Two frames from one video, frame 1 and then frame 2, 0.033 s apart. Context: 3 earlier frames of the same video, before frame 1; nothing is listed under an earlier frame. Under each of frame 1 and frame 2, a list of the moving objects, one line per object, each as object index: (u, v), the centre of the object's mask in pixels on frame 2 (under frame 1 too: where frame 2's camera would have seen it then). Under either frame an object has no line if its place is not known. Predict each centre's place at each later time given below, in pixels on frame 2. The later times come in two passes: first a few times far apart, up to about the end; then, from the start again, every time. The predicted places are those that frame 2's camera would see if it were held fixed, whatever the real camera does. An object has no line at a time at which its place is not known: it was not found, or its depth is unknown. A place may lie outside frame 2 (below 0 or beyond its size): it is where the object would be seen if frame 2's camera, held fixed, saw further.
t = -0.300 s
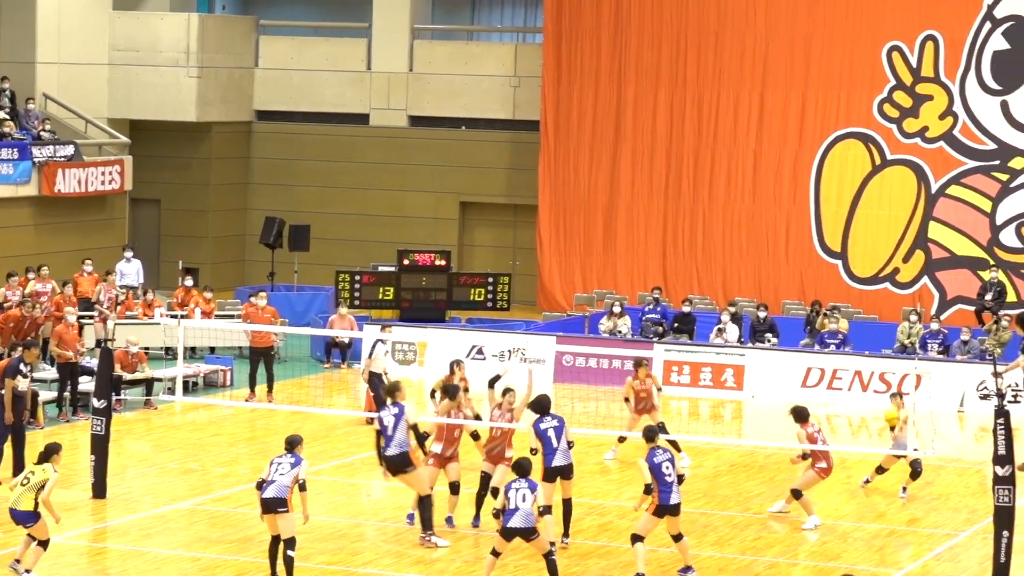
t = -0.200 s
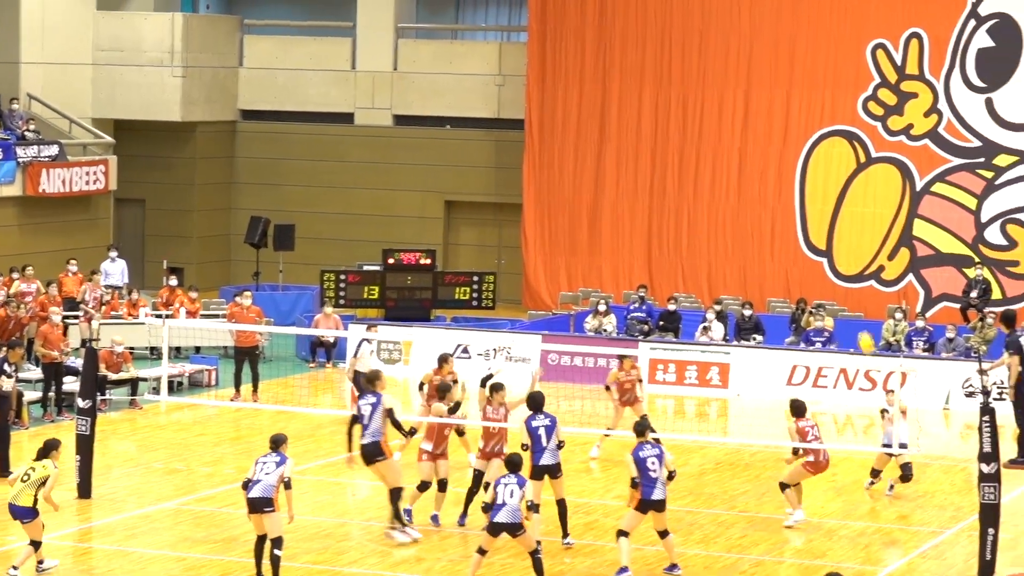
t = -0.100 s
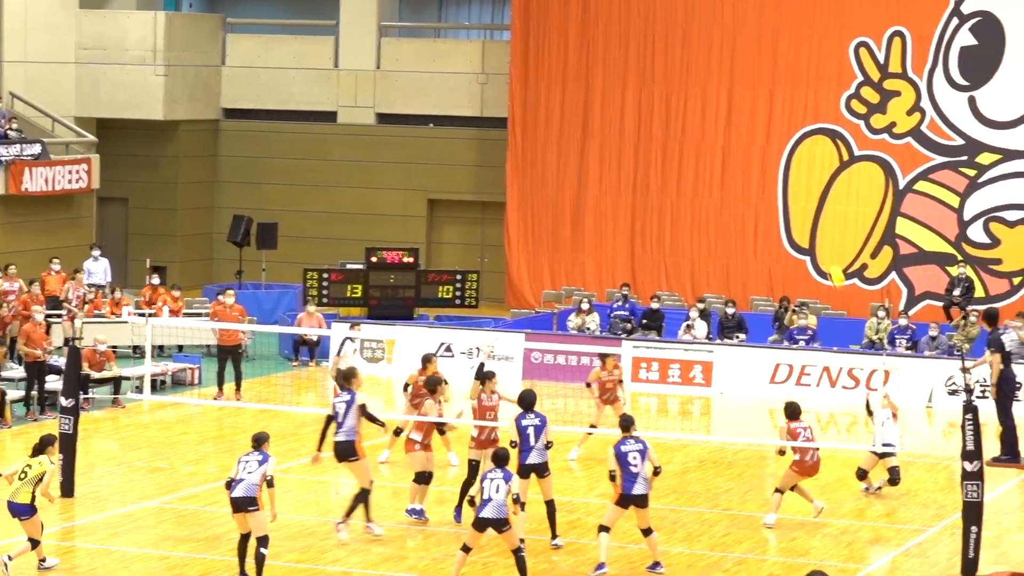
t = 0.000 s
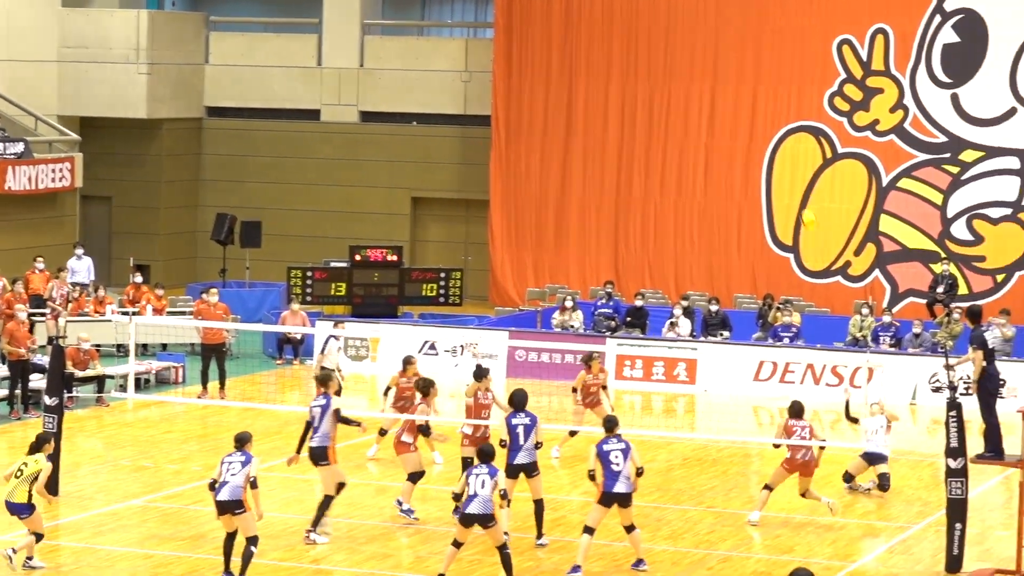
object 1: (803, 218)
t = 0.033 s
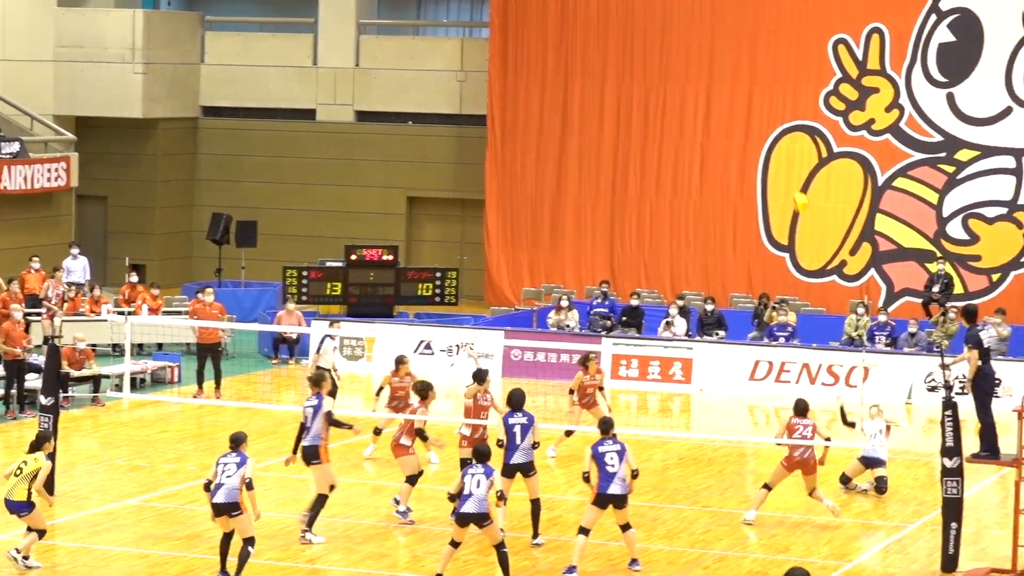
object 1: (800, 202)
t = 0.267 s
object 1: (775, 111)
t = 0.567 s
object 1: (743, 56)
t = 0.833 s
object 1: (713, 64)
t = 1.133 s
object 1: (679, 136)
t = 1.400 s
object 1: (648, 251)
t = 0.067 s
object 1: (797, 187)
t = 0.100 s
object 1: (793, 171)
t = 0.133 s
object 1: (790, 157)
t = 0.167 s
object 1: (786, 144)
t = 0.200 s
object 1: (782, 132)
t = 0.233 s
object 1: (778, 121)
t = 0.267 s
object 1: (775, 111)
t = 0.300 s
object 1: (771, 101)
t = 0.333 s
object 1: (768, 93)
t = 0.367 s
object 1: (764, 85)
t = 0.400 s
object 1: (760, 78)
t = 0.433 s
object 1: (757, 72)
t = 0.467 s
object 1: (754, 67)
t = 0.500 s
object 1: (750, 62)
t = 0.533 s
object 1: (746, 59)
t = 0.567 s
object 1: (743, 56)
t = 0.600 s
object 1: (739, 54)
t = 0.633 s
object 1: (735, 53)
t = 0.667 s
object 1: (731, 53)
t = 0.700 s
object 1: (728, 54)
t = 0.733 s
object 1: (724, 56)
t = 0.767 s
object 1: (720, 57)
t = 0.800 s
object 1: (717, 61)
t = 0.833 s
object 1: (713, 64)
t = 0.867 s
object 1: (710, 69)
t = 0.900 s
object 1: (706, 75)
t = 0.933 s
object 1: (702, 81)
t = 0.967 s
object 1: (698, 88)
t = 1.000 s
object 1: (695, 96)
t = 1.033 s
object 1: (691, 105)
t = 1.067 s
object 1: (687, 115)
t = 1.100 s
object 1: (683, 125)
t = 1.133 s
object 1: (679, 136)
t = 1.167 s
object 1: (675, 148)
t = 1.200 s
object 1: (672, 160)
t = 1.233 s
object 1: (668, 174)
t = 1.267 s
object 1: (664, 188)
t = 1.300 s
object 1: (660, 203)
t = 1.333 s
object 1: (656, 218)
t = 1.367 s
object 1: (652, 234)
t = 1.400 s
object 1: (648, 251)
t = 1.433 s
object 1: (643, 269)
